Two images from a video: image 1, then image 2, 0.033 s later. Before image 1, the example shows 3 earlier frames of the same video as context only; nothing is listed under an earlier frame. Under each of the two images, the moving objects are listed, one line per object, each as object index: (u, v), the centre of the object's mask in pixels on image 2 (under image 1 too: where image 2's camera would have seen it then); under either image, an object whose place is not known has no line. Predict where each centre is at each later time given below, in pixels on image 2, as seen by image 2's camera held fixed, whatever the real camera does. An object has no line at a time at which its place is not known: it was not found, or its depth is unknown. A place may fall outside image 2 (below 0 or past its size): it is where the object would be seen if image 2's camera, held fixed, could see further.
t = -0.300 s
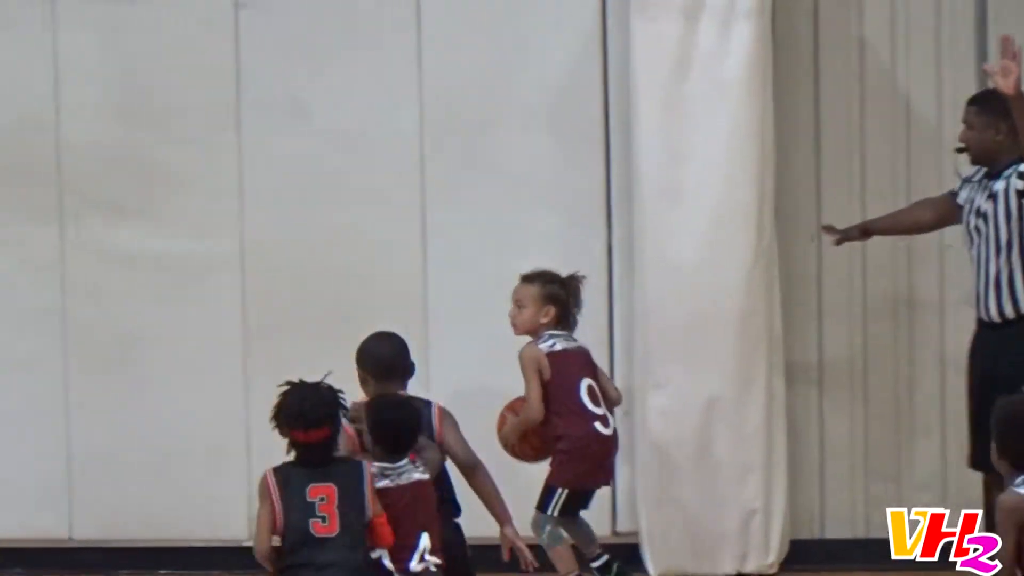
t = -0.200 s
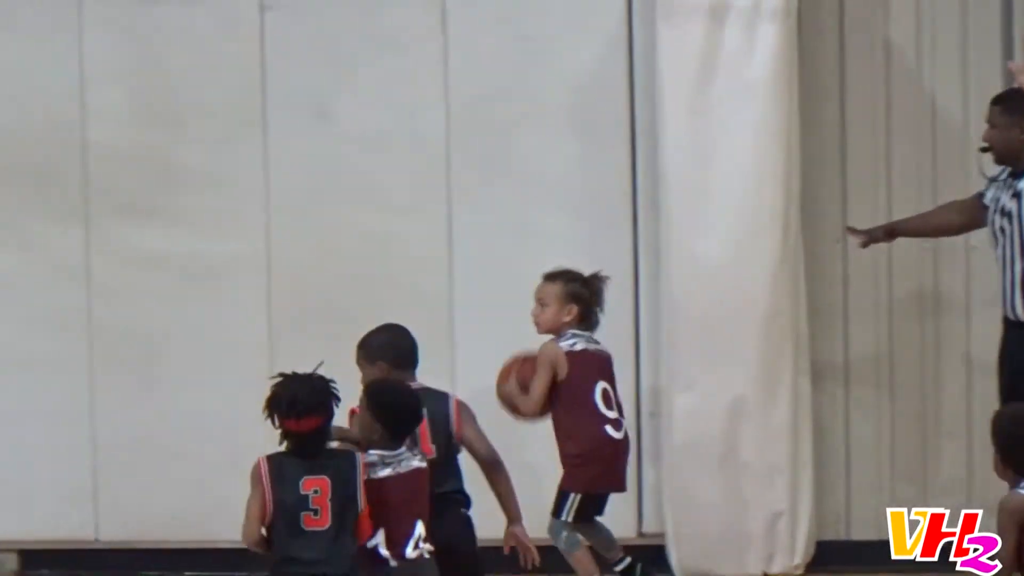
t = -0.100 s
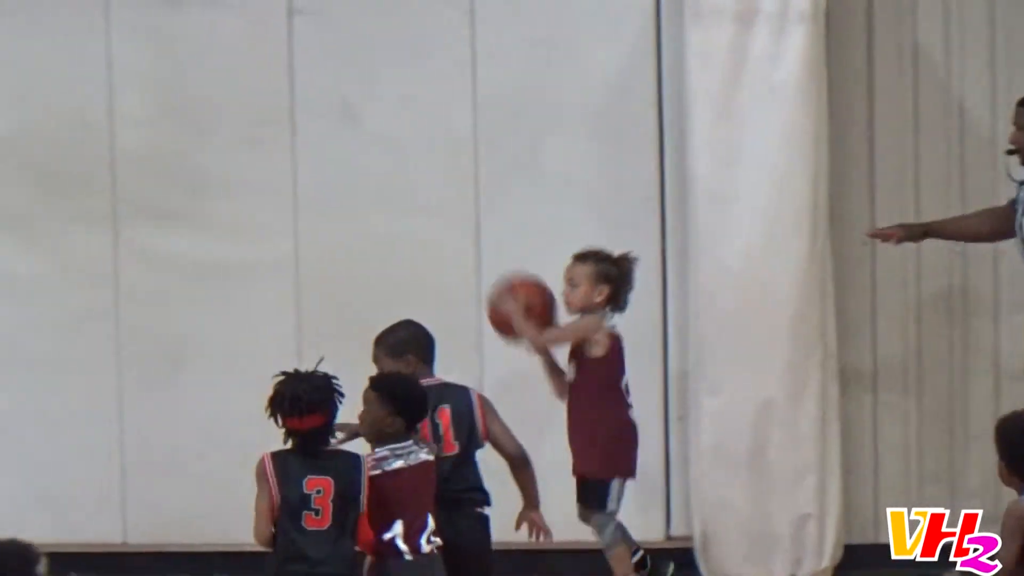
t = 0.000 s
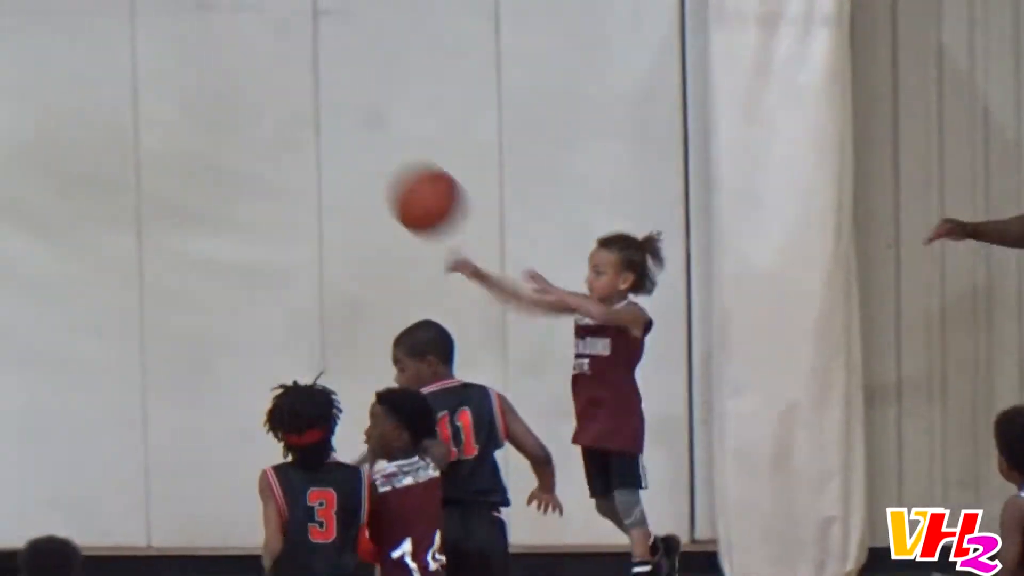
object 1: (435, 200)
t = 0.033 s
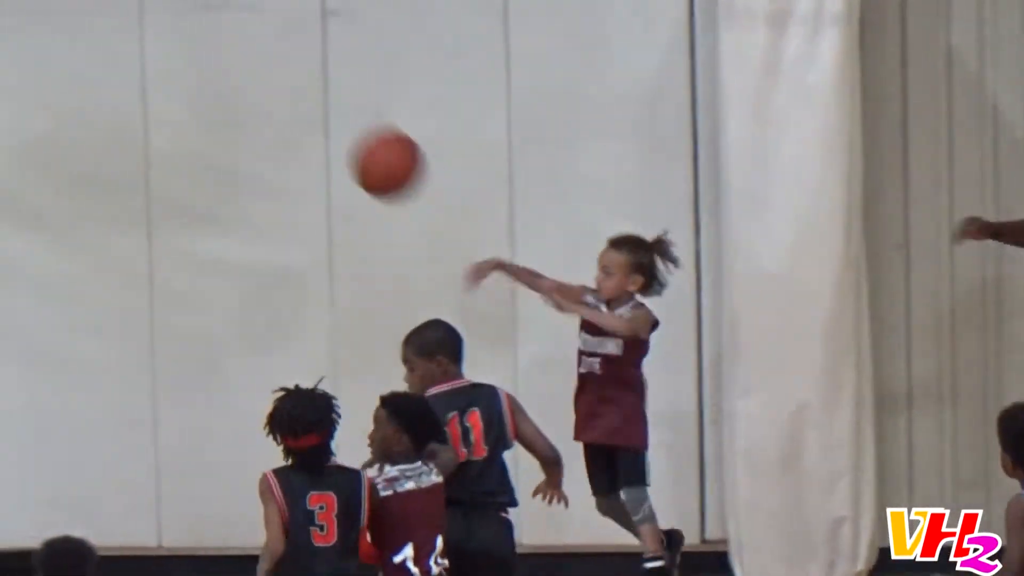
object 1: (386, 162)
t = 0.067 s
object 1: (336, 130)
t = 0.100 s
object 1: (286, 100)
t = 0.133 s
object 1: (234, 71)
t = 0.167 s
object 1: (182, 49)
